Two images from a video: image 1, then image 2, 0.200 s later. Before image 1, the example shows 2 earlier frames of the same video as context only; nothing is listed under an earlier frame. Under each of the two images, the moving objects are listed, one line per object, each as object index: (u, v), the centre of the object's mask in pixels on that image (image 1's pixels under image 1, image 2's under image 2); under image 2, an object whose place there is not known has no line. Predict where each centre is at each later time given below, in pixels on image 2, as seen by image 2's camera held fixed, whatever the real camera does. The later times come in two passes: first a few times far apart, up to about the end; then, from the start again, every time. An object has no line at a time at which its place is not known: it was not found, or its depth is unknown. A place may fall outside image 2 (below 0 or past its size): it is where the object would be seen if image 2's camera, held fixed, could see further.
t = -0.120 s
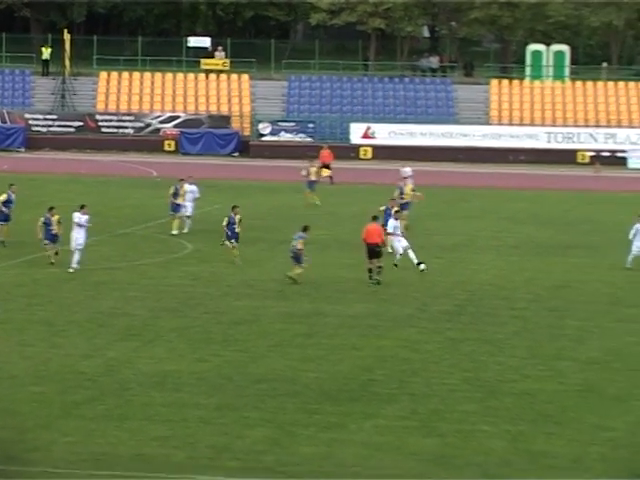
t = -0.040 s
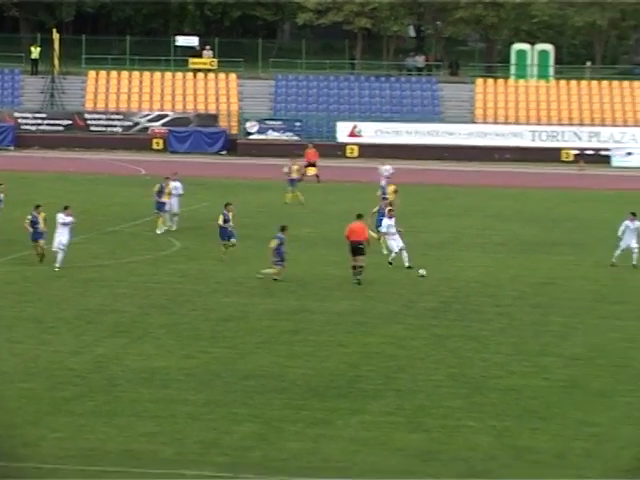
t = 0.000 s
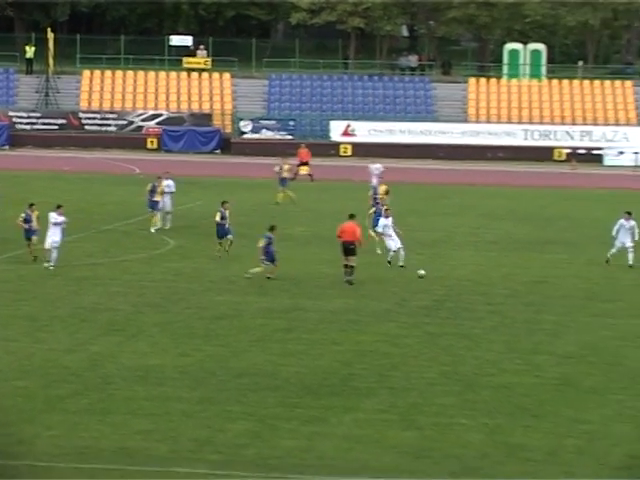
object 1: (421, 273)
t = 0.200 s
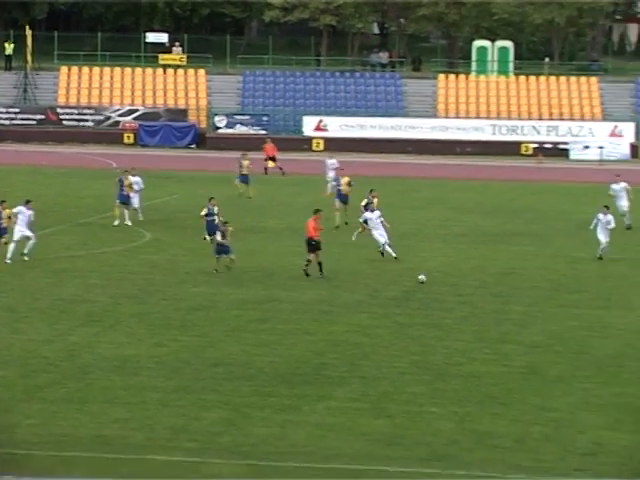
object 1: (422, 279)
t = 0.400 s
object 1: (448, 292)
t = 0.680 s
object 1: (478, 308)
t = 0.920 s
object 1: (503, 319)
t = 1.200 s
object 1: (532, 333)
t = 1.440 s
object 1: (558, 346)
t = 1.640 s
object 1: (581, 356)
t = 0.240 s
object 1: (427, 282)
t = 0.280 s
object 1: (432, 283)
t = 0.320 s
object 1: (437, 285)
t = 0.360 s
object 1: (441, 288)
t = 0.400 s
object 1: (448, 292)
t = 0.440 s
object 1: (453, 295)
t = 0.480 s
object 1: (457, 297)
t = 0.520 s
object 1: (461, 299)
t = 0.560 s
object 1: (465, 302)
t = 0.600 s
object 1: (470, 305)
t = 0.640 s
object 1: (474, 306)
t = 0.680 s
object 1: (478, 308)
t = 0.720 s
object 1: (482, 310)
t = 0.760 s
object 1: (486, 312)
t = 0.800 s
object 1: (490, 314)
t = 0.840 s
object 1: (494, 316)
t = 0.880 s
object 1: (499, 318)
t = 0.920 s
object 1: (503, 319)
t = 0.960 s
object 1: (507, 321)
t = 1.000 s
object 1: (511, 323)
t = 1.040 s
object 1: (516, 325)
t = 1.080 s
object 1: (520, 327)
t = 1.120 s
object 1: (524, 330)
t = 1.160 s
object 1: (528, 331)
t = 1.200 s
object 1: (532, 333)
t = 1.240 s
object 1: (537, 336)
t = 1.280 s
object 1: (541, 337)
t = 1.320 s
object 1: (545, 339)
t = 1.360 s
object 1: (550, 342)
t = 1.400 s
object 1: (554, 344)
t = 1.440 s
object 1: (558, 346)
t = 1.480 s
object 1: (562, 348)
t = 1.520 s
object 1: (567, 350)
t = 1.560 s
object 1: (572, 352)
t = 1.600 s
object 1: (576, 354)
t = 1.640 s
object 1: (581, 356)
